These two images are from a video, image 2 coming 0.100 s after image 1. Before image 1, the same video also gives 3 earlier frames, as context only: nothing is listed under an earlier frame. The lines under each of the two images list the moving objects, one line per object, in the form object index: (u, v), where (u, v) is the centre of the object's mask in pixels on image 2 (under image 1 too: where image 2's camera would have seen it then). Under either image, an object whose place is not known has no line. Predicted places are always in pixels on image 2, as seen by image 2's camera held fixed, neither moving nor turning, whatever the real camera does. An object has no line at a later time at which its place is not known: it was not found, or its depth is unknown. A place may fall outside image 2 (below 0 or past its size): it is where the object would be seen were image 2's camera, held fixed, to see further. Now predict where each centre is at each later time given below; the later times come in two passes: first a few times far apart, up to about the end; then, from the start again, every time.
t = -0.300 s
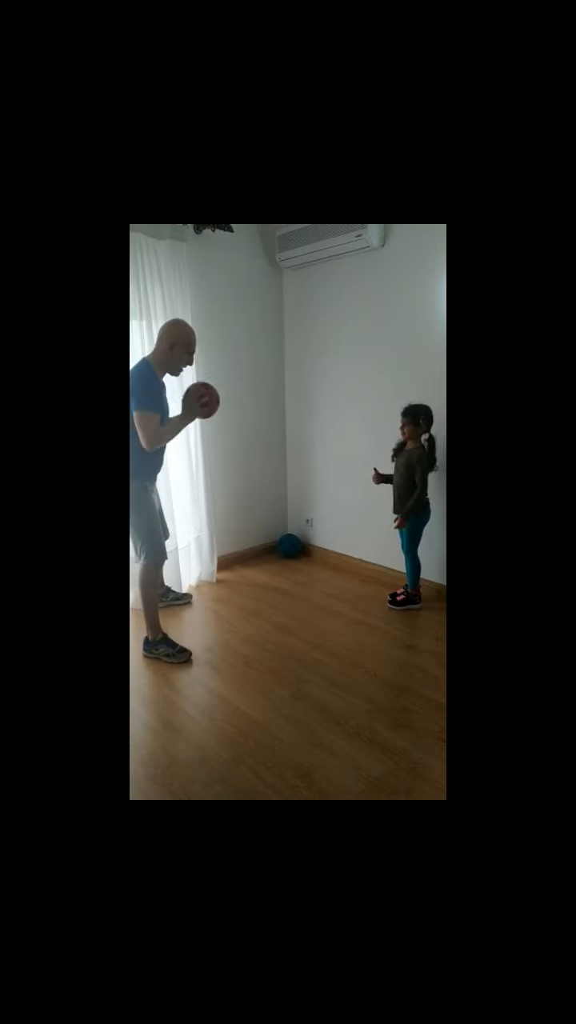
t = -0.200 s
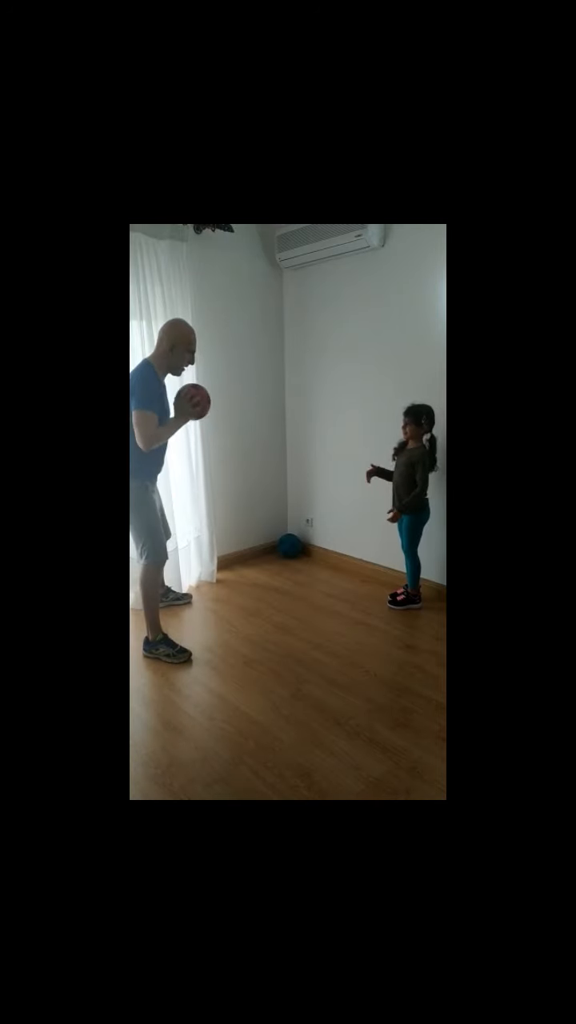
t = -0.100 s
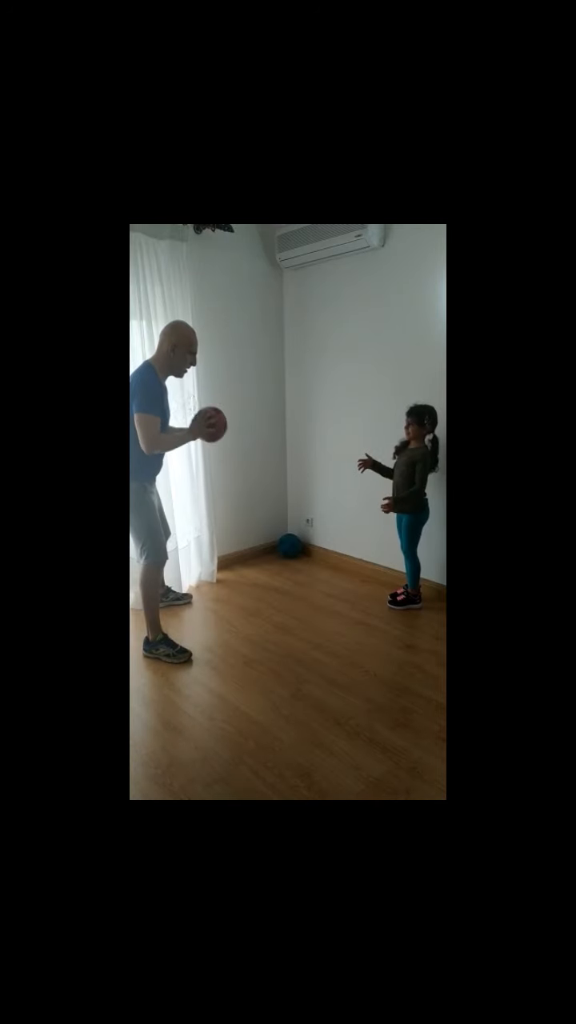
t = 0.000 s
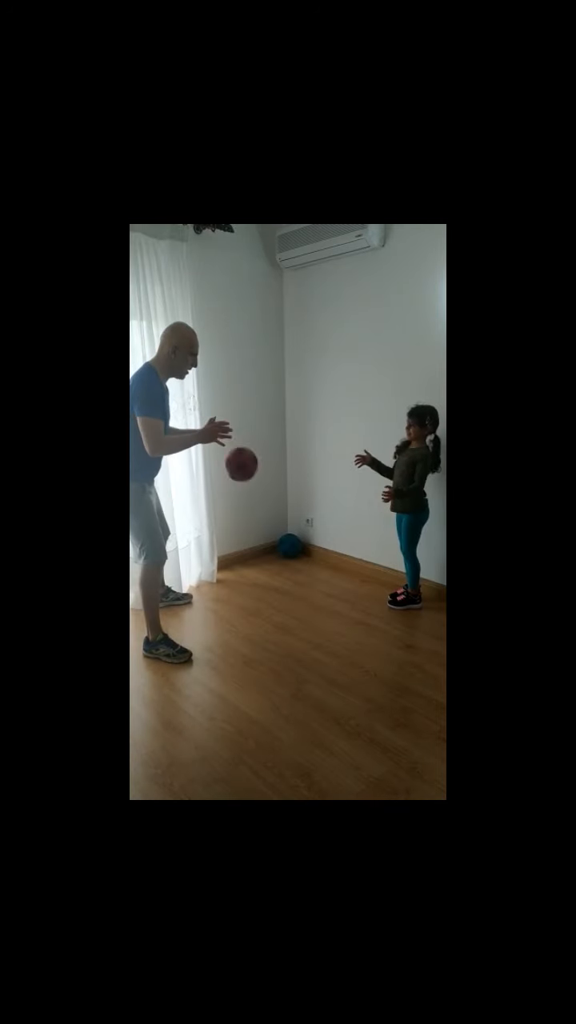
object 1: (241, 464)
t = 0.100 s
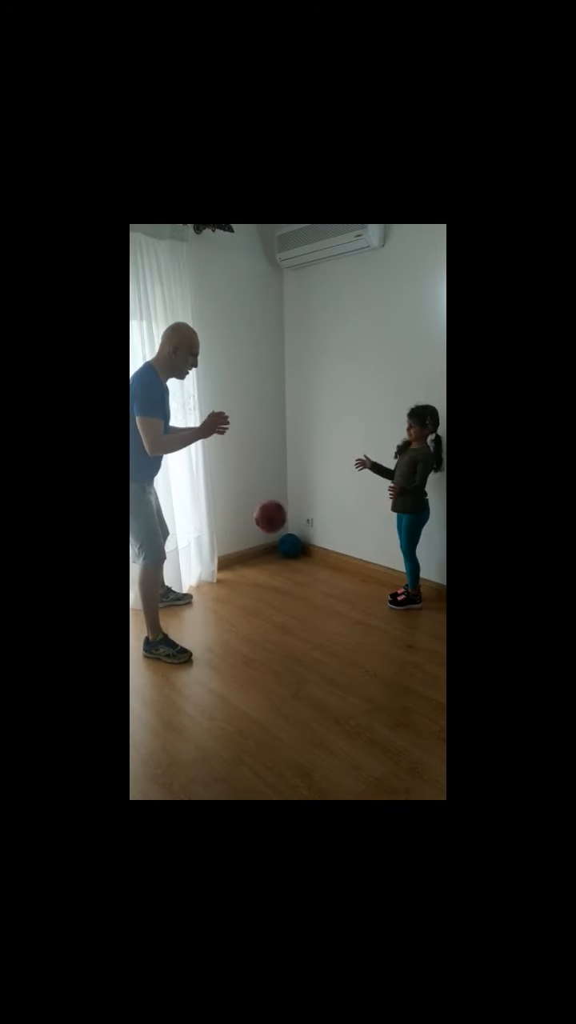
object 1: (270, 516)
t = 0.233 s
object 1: (306, 602)
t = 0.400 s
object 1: (335, 536)
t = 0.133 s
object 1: (279, 535)
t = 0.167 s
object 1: (288, 556)
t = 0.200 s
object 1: (297, 578)
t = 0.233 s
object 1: (306, 602)
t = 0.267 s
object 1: (311, 591)
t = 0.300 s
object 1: (317, 575)
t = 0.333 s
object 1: (323, 560)
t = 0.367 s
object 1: (329, 547)
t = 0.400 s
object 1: (335, 536)
